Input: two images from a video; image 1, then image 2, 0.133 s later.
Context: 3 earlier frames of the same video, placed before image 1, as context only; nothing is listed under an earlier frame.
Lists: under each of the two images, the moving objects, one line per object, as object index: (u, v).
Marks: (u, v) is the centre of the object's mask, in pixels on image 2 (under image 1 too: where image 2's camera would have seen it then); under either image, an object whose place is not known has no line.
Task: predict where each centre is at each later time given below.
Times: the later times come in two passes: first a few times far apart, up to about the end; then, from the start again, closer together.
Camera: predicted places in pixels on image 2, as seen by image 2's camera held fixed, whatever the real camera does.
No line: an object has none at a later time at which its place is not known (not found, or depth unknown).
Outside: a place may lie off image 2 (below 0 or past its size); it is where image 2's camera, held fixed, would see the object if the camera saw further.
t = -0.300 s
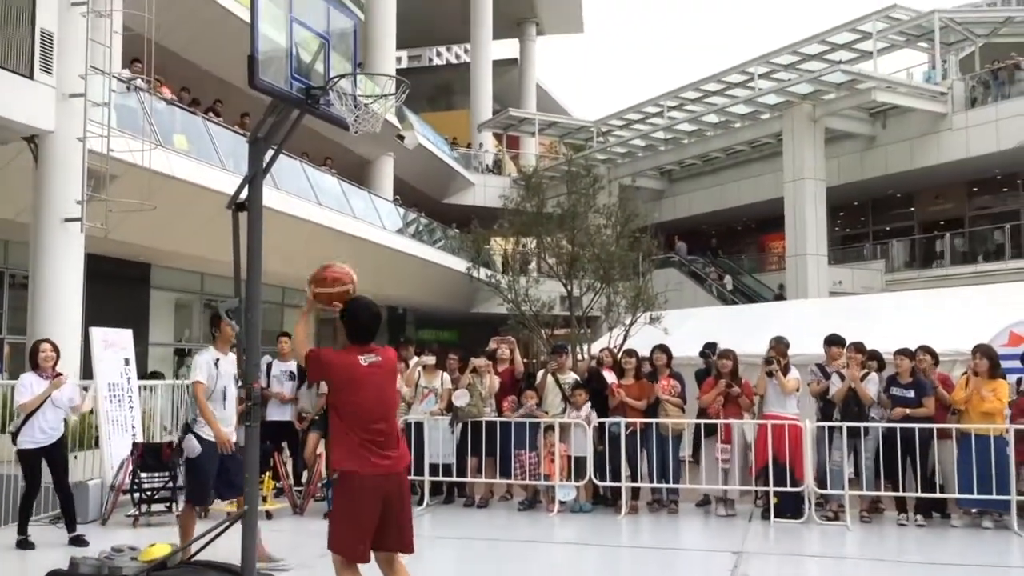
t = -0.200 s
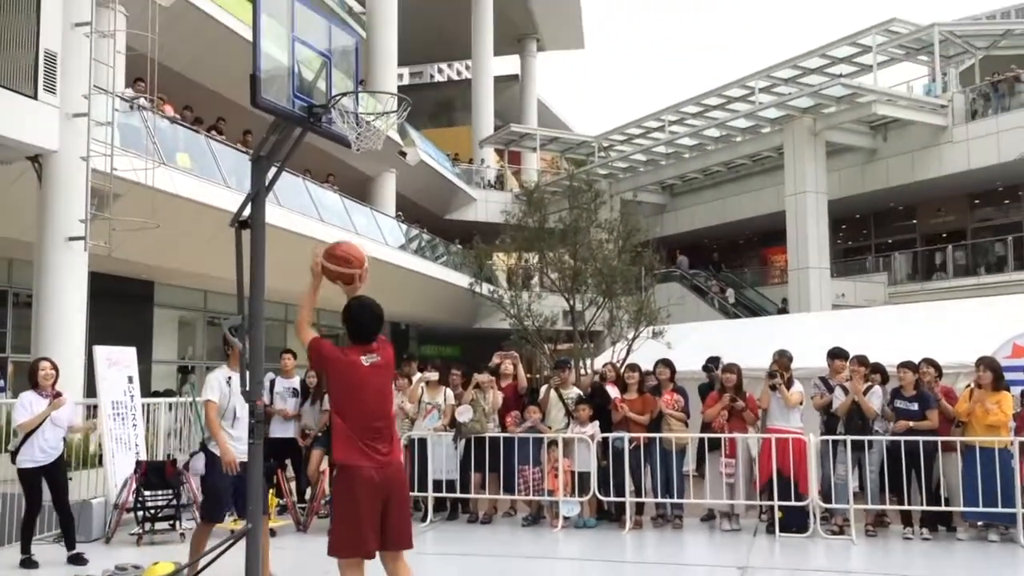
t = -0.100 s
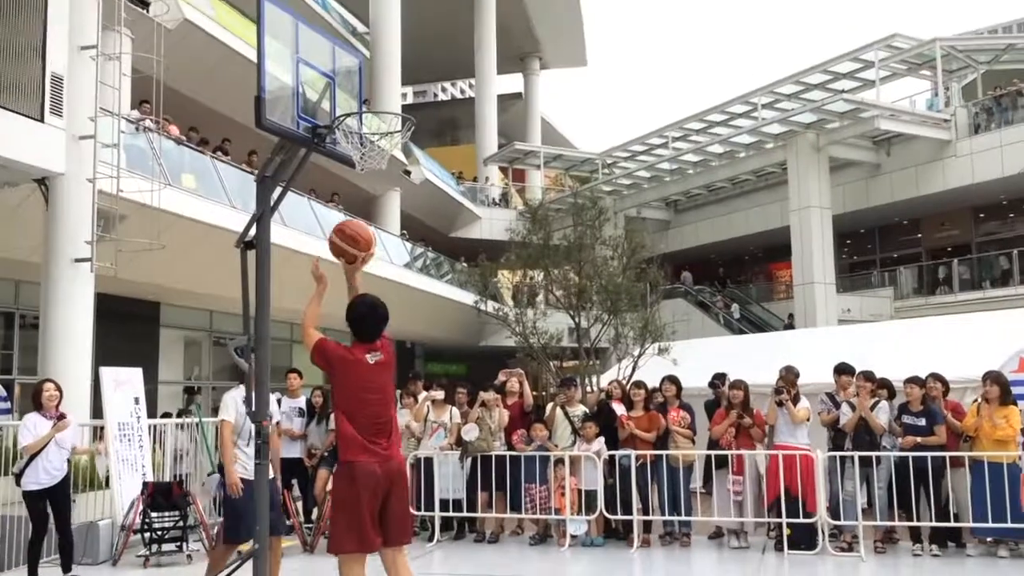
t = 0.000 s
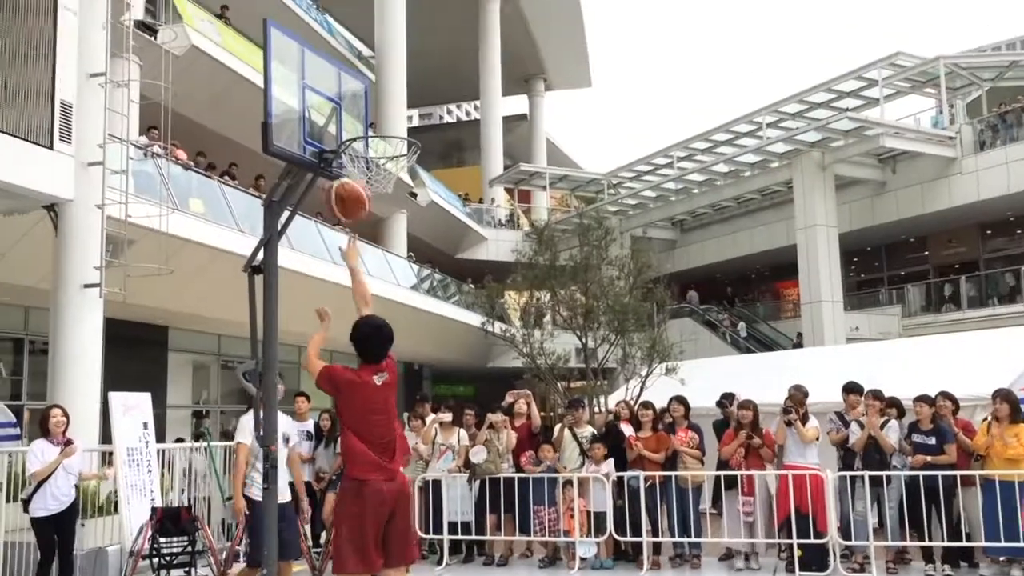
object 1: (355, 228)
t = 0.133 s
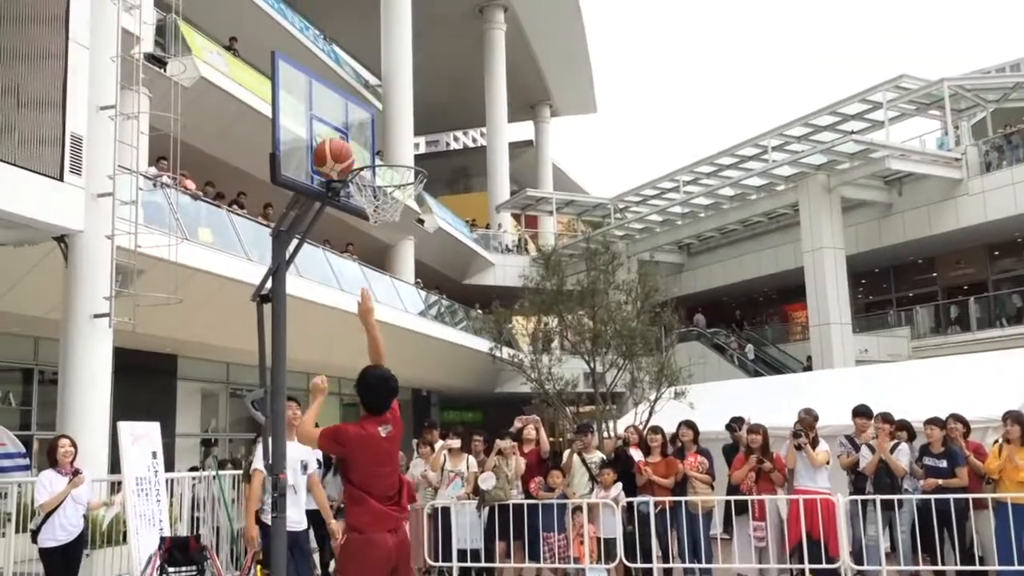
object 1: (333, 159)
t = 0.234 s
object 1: (326, 133)
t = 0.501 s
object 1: (398, 171)
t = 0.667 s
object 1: (406, 233)
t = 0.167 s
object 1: (328, 146)
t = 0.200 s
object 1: (324, 137)
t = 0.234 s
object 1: (326, 133)
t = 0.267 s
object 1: (335, 132)
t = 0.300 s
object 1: (344, 131)
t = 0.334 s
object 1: (352, 134)
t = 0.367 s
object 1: (362, 138)
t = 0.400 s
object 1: (371, 143)
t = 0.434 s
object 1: (379, 150)
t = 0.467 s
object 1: (388, 159)
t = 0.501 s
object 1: (398, 171)
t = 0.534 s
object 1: (403, 183)
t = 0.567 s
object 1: (406, 192)
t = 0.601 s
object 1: (406, 207)
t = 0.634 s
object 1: (407, 221)
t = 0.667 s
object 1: (406, 233)
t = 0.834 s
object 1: (405, 331)
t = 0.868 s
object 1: (405, 356)
